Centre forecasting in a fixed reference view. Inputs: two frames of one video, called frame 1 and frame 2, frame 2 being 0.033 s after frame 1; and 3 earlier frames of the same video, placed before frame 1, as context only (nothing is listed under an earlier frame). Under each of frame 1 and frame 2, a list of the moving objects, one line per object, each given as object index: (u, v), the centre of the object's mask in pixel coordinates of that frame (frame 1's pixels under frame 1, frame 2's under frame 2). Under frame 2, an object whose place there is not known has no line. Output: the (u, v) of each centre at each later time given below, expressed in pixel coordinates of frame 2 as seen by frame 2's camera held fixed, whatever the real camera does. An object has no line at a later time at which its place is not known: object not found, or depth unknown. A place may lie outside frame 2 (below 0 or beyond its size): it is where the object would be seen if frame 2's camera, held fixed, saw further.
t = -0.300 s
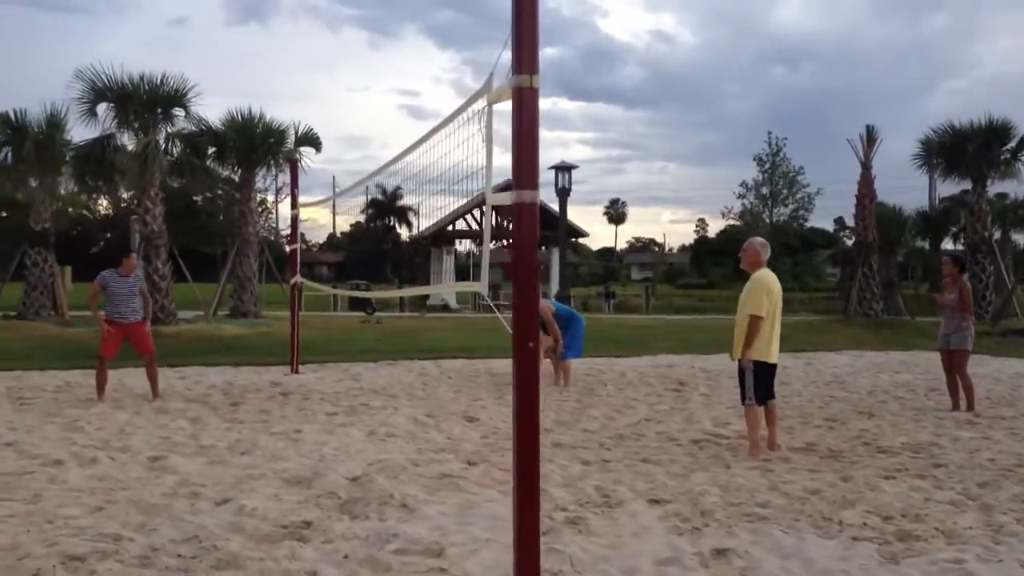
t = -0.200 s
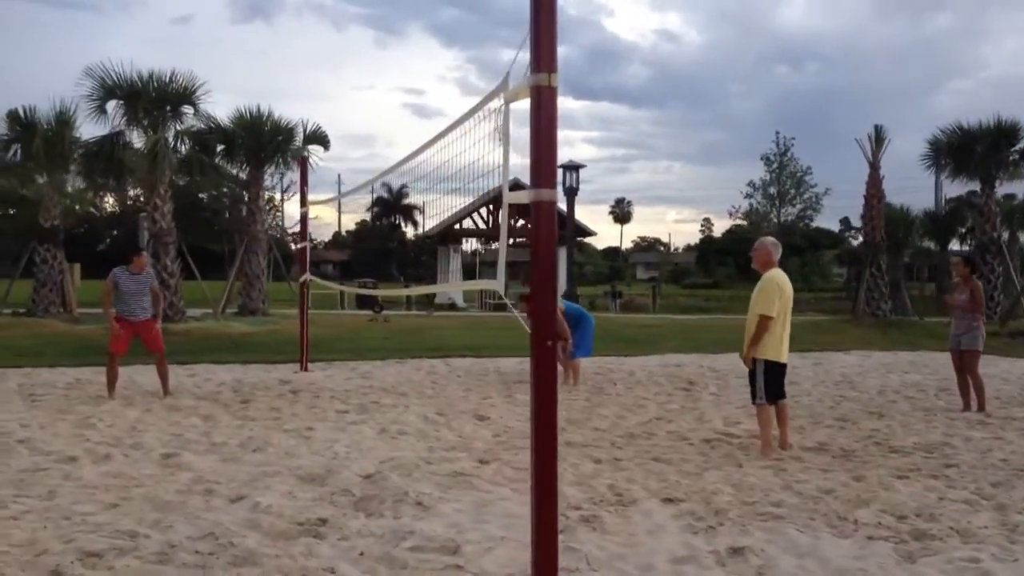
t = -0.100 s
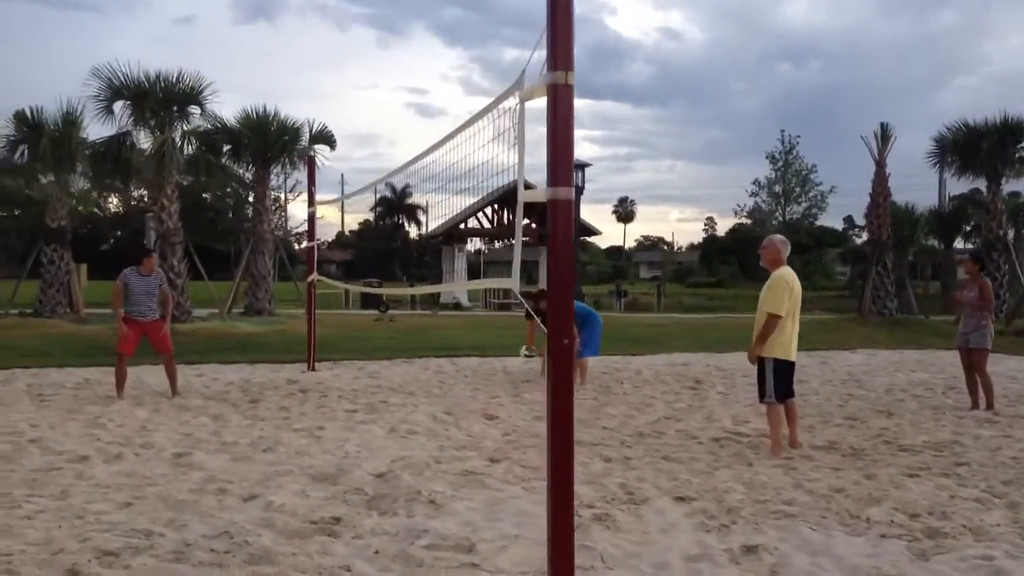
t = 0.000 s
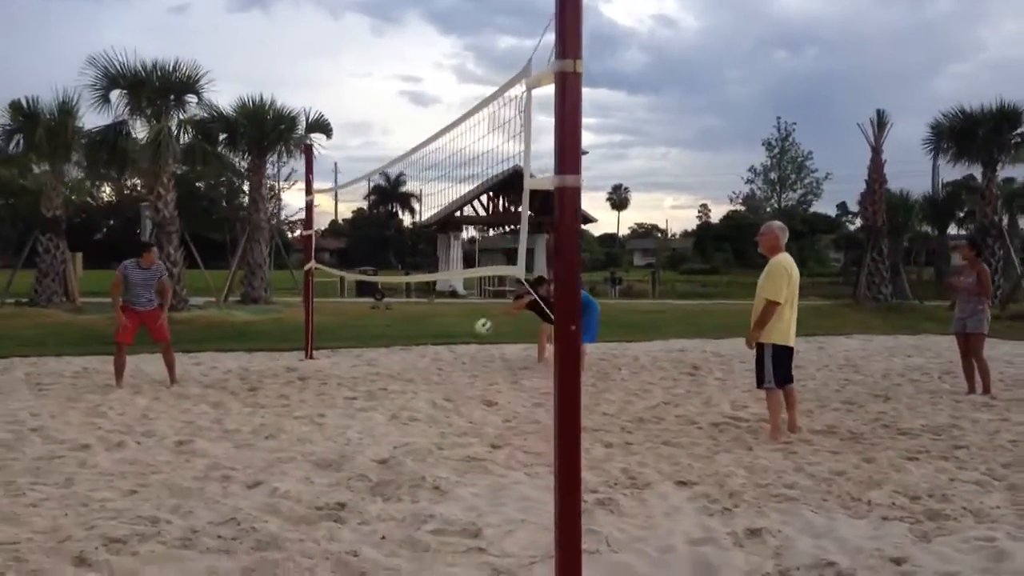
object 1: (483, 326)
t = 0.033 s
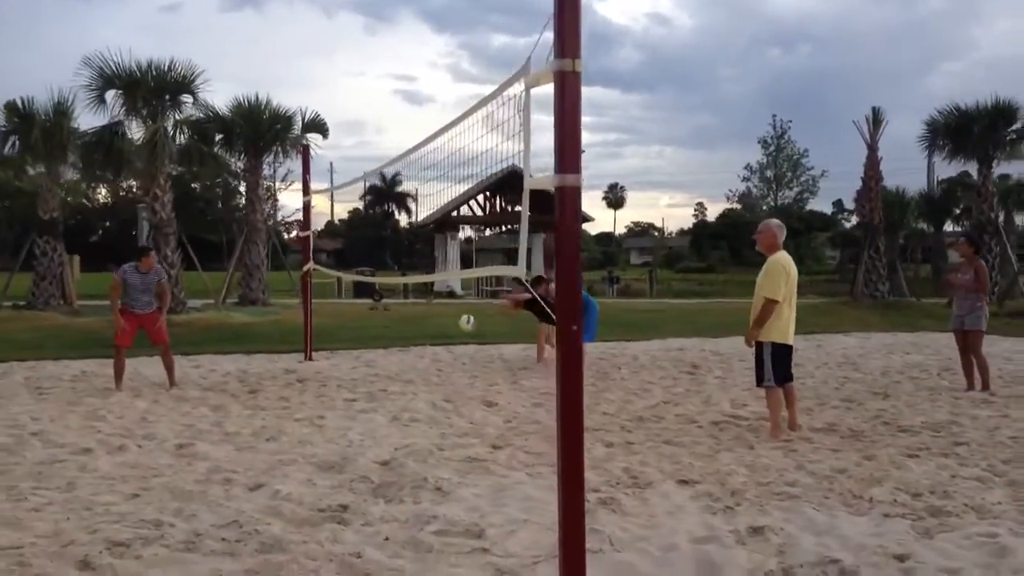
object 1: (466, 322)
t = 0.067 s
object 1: (452, 319)
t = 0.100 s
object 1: (436, 316)
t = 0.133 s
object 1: (421, 314)
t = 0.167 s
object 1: (405, 312)
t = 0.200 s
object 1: (389, 312)
